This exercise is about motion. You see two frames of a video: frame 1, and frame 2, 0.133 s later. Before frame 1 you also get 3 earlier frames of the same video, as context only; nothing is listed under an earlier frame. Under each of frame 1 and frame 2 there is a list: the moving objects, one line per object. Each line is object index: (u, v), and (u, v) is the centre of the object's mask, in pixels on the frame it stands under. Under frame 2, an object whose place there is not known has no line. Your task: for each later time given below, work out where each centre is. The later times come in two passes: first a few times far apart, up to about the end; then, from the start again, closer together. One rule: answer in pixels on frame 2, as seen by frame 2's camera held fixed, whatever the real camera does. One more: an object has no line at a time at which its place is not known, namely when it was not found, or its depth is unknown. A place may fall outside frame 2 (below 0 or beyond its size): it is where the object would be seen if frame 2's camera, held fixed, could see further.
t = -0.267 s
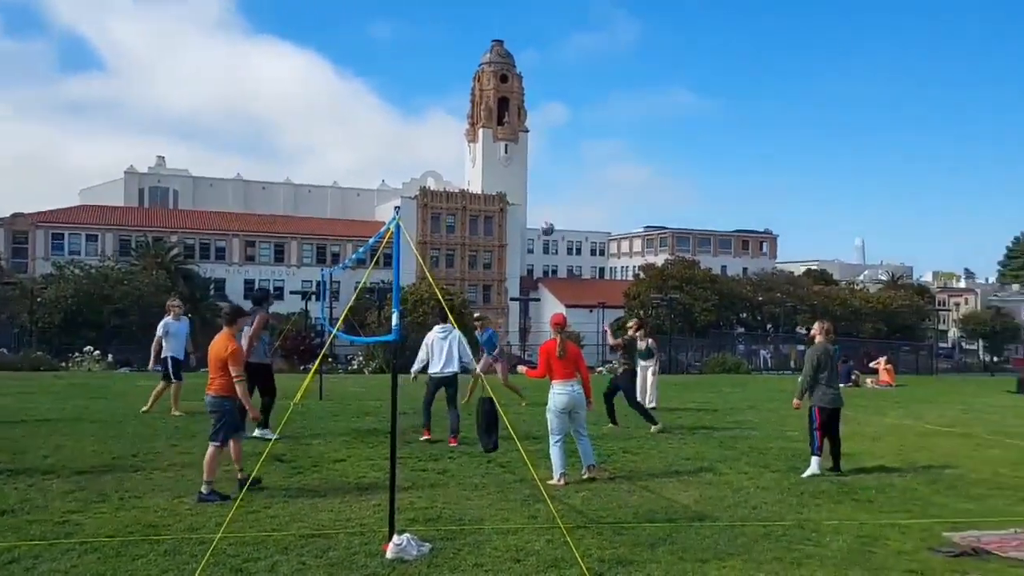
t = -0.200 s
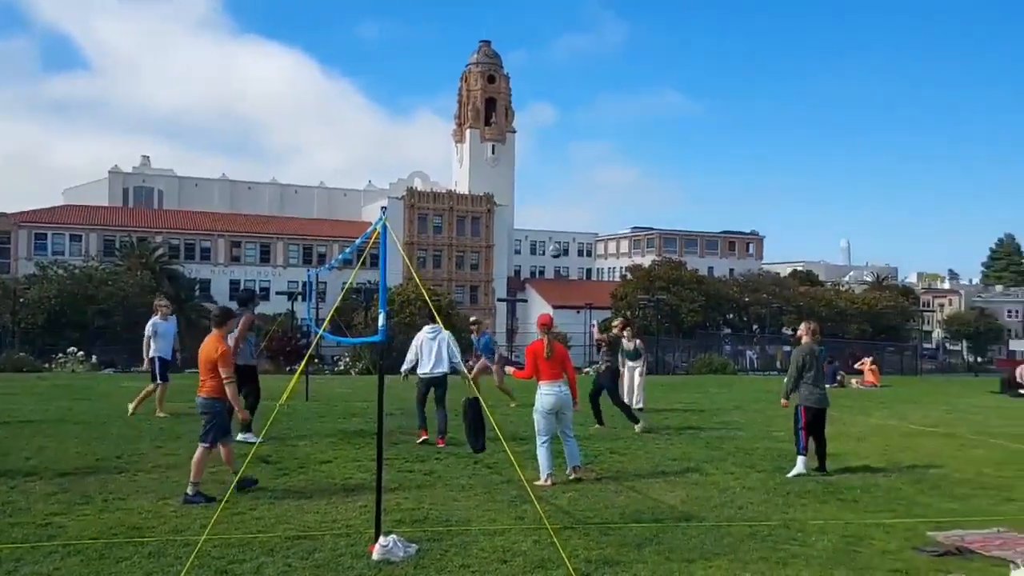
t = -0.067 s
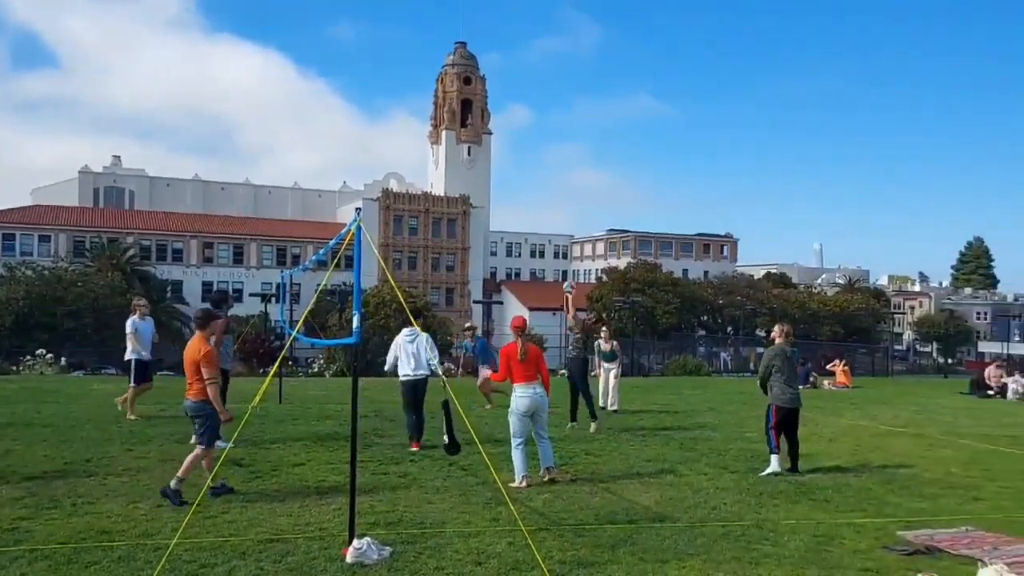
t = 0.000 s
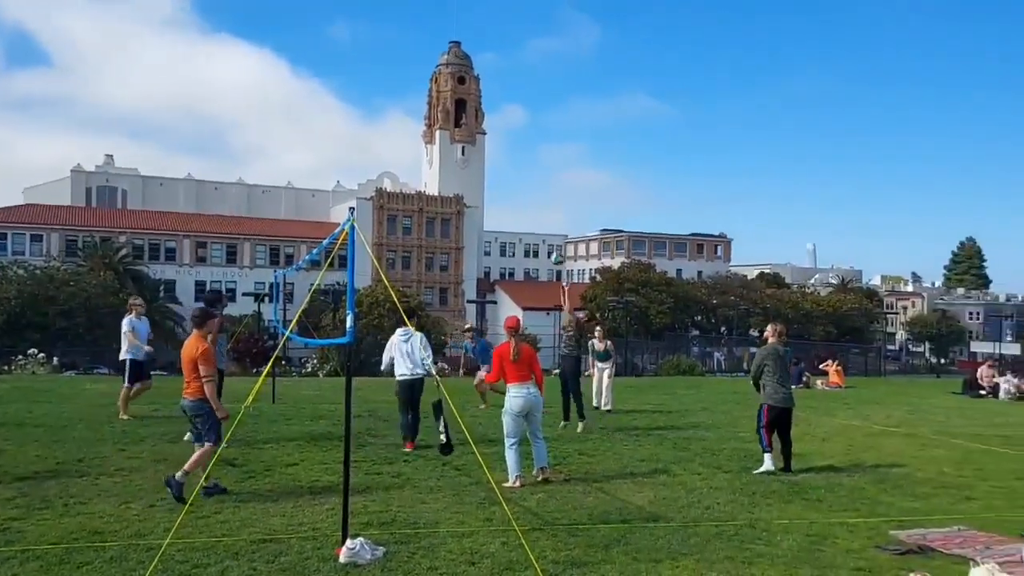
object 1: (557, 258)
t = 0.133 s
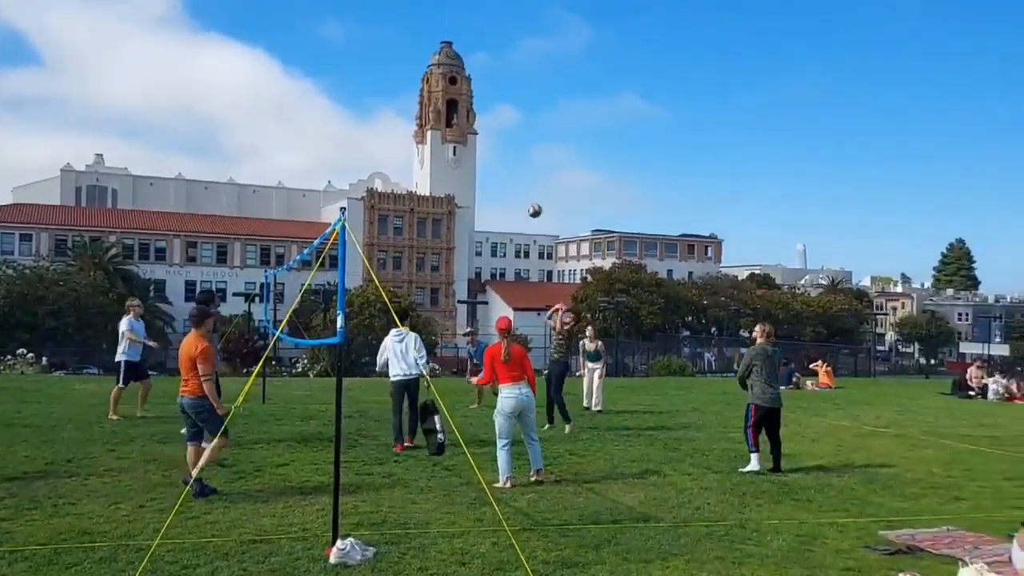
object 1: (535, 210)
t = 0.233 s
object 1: (524, 182)
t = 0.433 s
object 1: (501, 144)
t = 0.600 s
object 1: (479, 131)
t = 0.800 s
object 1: (460, 143)
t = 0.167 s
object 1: (531, 200)
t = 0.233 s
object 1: (524, 182)
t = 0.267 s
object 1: (520, 174)
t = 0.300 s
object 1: (516, 166)
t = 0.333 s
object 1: (513, 160)
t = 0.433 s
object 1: (501, 144)
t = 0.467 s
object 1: (498, 140)
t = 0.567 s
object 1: (483, 132)
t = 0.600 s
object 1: (479, 131)
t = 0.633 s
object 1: (475, 132)
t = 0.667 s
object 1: (471, 133)
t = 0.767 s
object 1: (464, 139)
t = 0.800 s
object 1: (460, 143)
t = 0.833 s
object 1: (457, 148)
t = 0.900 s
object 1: (449, 159)
